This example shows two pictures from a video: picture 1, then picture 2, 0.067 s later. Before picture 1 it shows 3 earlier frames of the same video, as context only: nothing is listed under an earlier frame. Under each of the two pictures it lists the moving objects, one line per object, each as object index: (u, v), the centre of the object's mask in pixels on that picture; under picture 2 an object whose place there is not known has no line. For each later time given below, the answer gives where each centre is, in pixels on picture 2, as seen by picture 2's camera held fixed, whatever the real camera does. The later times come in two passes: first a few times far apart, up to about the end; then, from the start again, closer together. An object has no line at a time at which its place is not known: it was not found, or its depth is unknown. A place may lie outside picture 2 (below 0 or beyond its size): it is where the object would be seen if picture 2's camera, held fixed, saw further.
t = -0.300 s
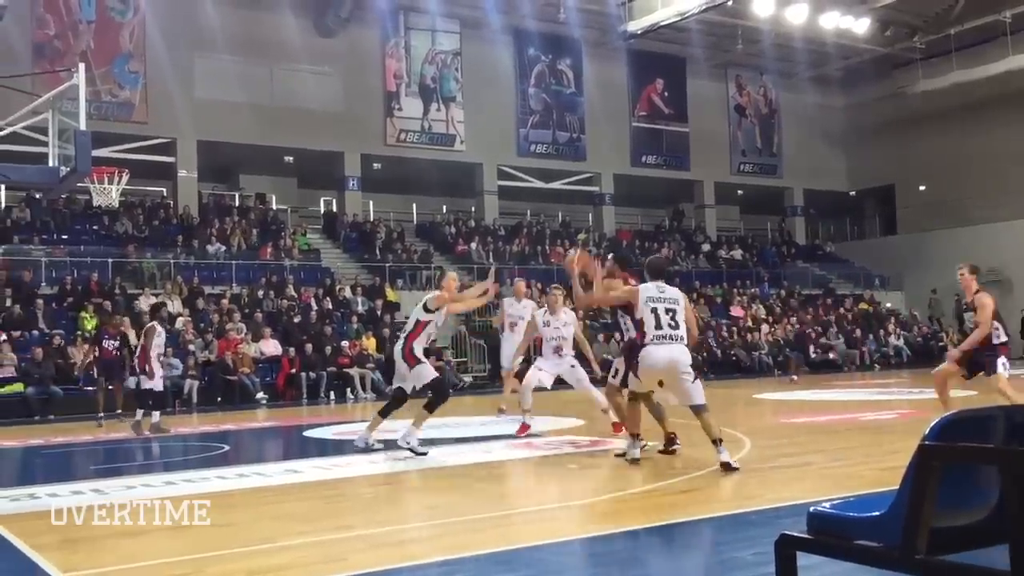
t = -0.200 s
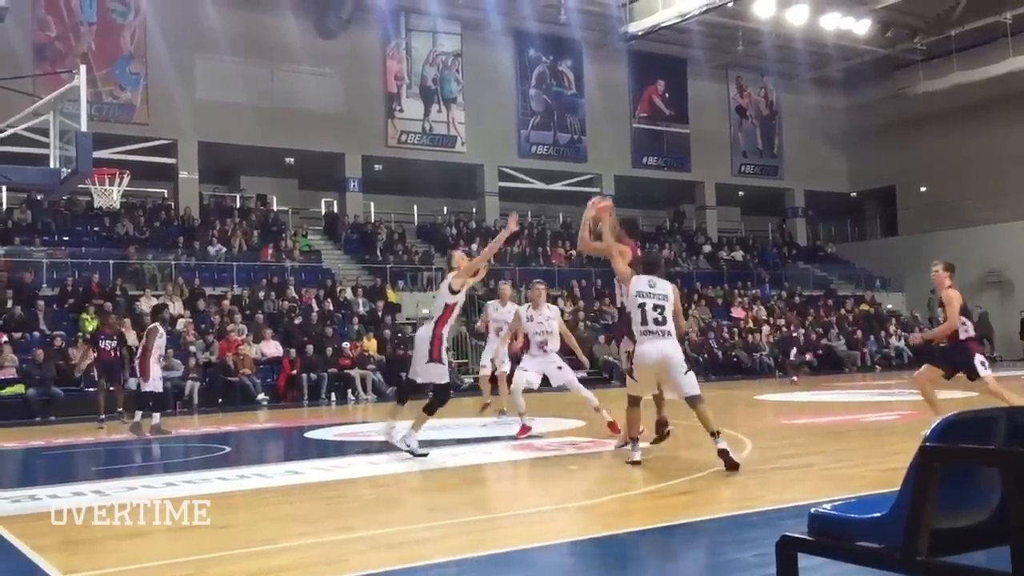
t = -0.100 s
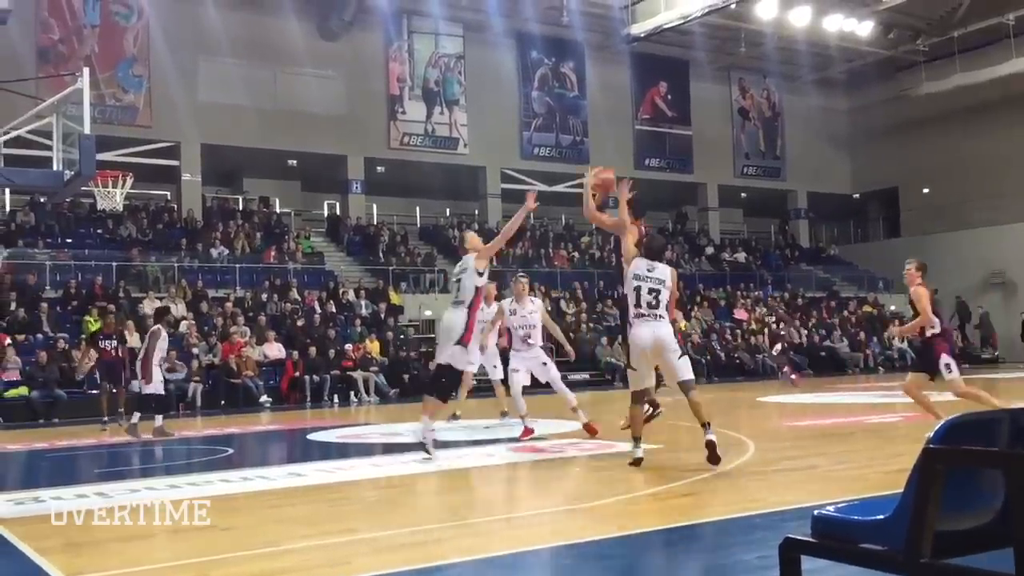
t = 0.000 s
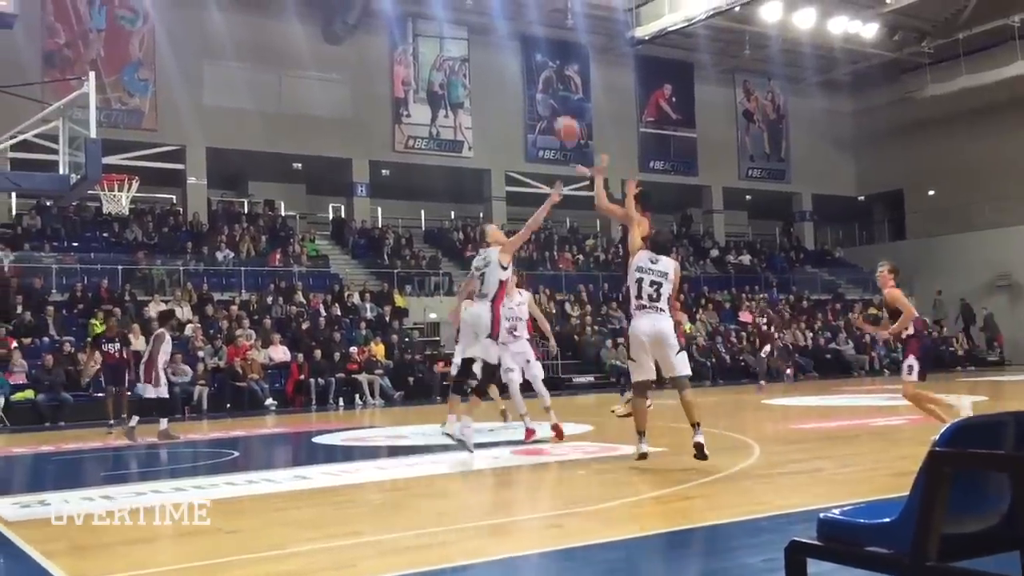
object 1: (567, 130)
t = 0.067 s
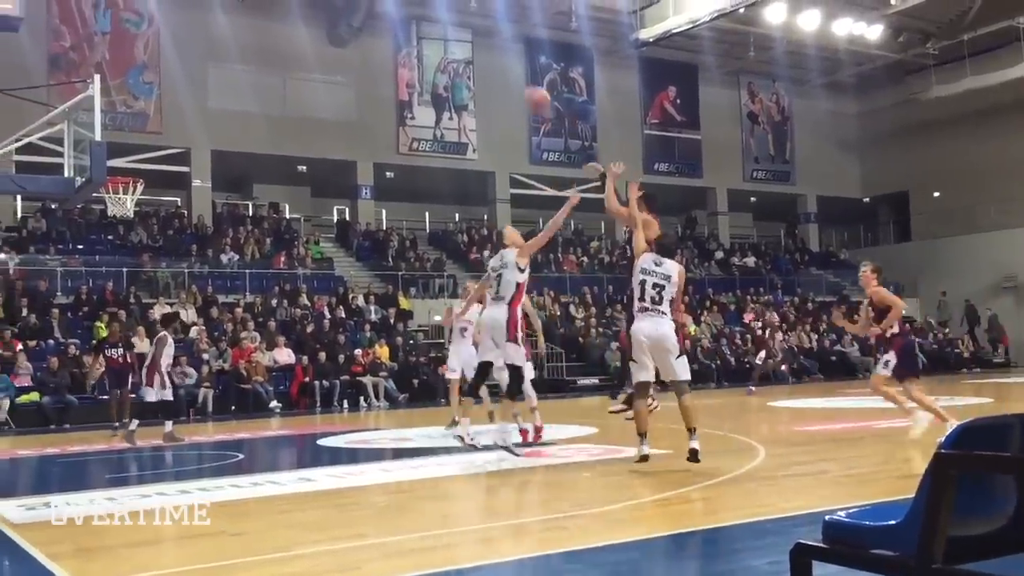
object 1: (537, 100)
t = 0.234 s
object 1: (459, 40)
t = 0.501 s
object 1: (344, 9)
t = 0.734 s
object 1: (254, 36)
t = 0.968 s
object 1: (176, 109)
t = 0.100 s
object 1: (521, 86)
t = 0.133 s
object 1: (504, 71)
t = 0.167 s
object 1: (489, 59)
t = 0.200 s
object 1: (474, 49)
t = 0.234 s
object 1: (459, 40)
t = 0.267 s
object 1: (442, 32)
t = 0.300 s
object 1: (428, 25)
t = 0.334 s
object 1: (414, 19)
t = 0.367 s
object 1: (400, 16)
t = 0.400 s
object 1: (386, 13)
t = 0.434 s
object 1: (371, 11)
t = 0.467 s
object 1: (358, 10)
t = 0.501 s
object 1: (344, 9)
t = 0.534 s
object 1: (331, 10)
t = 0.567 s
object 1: (318, 11)
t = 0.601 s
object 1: (306, 14)
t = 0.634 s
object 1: (292, 18)
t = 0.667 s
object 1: (279, 23)
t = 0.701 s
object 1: (266, 30)
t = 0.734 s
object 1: (254, 36)
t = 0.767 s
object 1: (242, 44)
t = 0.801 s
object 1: (231, 53)
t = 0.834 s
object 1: (219, 63)
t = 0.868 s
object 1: (208, 72)
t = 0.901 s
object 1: (197, 84)
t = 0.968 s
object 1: (176, 109)
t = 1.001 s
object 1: (164, 123)
